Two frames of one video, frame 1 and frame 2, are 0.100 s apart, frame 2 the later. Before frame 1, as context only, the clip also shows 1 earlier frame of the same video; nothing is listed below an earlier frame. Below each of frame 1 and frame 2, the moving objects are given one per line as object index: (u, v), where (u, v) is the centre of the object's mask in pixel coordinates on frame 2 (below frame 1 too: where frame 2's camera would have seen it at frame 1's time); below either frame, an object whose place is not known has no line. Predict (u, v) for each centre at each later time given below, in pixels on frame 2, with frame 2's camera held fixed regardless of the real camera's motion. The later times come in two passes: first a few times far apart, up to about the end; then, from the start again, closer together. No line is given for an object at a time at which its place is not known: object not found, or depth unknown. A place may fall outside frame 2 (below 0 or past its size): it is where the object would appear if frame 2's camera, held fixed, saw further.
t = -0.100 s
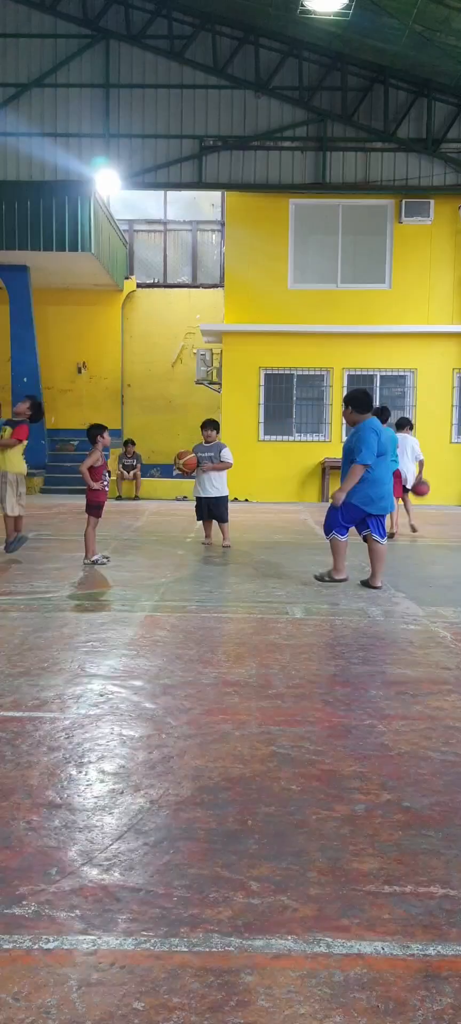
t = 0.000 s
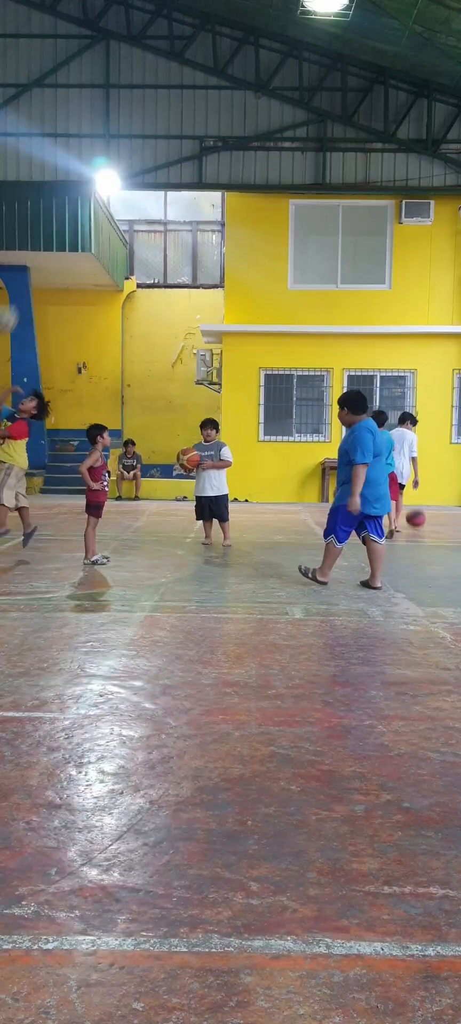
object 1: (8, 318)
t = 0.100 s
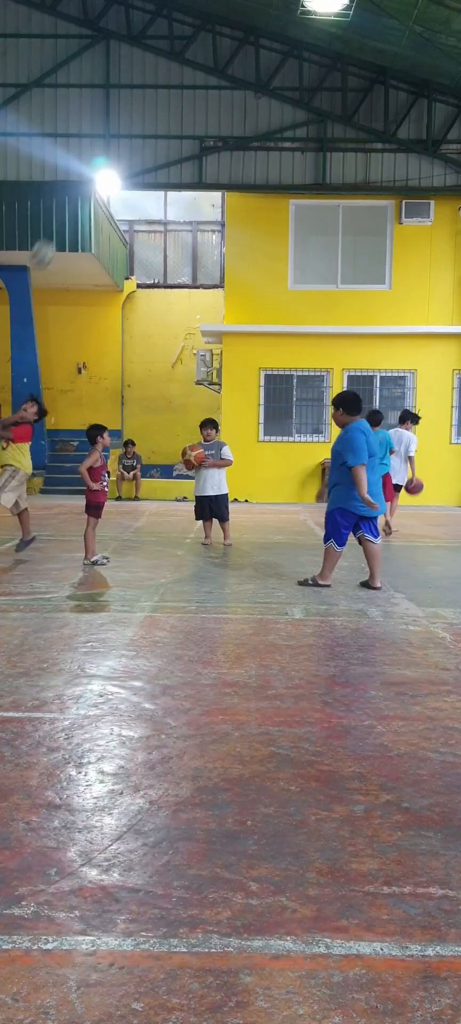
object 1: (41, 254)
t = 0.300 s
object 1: (118, 156)
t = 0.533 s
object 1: (202, 98)
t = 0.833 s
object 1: (307, 113)
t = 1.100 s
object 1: (396, 206)
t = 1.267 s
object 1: (448, 300)
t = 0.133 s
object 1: (55, 235)
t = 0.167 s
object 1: (67, 216)
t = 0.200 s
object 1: (80, 198)
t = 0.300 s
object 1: (118, 156)
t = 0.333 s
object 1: (130, 144)
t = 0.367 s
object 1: (142, 133)
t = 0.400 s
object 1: (154, 124)
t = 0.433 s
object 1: (167, 115)
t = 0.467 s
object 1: (178, 108)
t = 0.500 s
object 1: (190, 103)
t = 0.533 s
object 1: (202, 98)
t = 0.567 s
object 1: (214, 95)
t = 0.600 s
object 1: (226, 93)
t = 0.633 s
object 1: (239, 92)
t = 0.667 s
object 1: (250, 91)
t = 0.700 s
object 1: (261, 93)
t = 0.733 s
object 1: (273, 95)
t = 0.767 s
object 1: (285, 99)
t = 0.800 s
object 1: (296, 106)
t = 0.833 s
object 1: (307, 113)
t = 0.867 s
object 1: (319, 120)
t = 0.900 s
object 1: (330, 129)
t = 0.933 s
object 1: (341, 138)
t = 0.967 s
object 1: (352, 149)
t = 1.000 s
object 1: (364, 160)
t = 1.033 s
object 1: (375, 175)
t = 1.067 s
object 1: (385, 189)
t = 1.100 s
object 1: (396, 206)
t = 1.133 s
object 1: (407, 221)
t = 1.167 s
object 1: (417, 241)
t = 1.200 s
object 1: (428, 259)
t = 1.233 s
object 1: (438, 278)
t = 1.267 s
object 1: (448, 300)
